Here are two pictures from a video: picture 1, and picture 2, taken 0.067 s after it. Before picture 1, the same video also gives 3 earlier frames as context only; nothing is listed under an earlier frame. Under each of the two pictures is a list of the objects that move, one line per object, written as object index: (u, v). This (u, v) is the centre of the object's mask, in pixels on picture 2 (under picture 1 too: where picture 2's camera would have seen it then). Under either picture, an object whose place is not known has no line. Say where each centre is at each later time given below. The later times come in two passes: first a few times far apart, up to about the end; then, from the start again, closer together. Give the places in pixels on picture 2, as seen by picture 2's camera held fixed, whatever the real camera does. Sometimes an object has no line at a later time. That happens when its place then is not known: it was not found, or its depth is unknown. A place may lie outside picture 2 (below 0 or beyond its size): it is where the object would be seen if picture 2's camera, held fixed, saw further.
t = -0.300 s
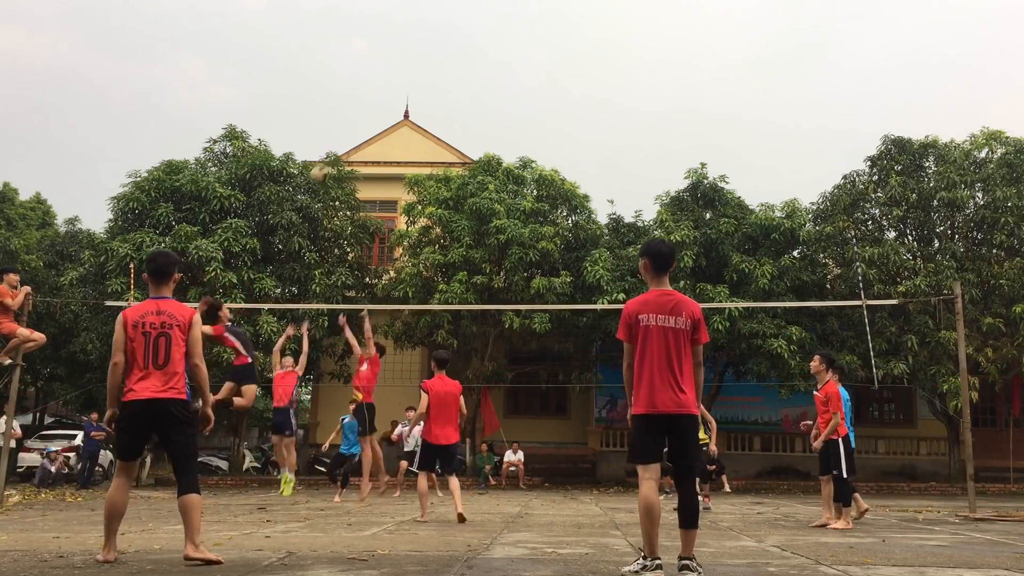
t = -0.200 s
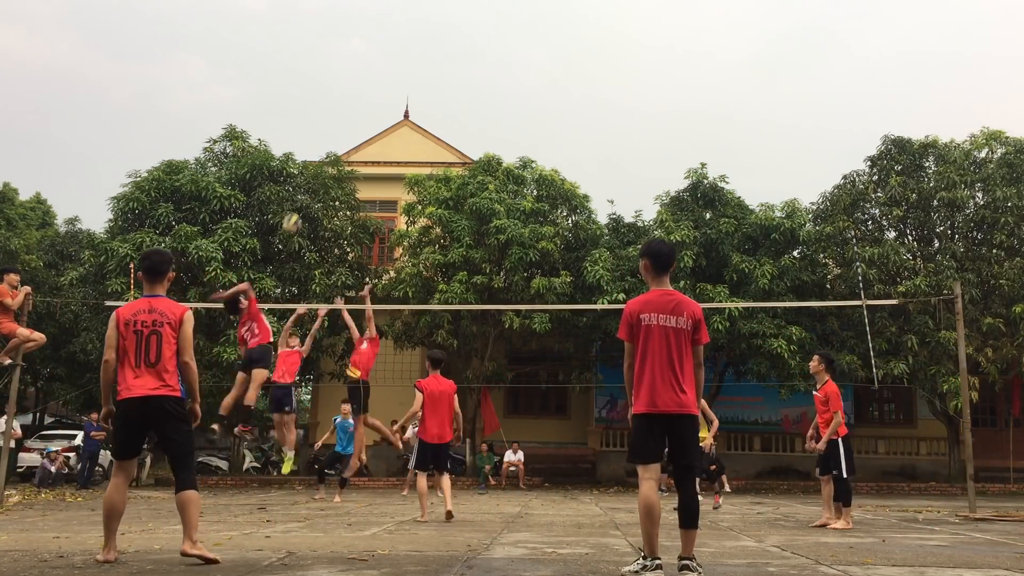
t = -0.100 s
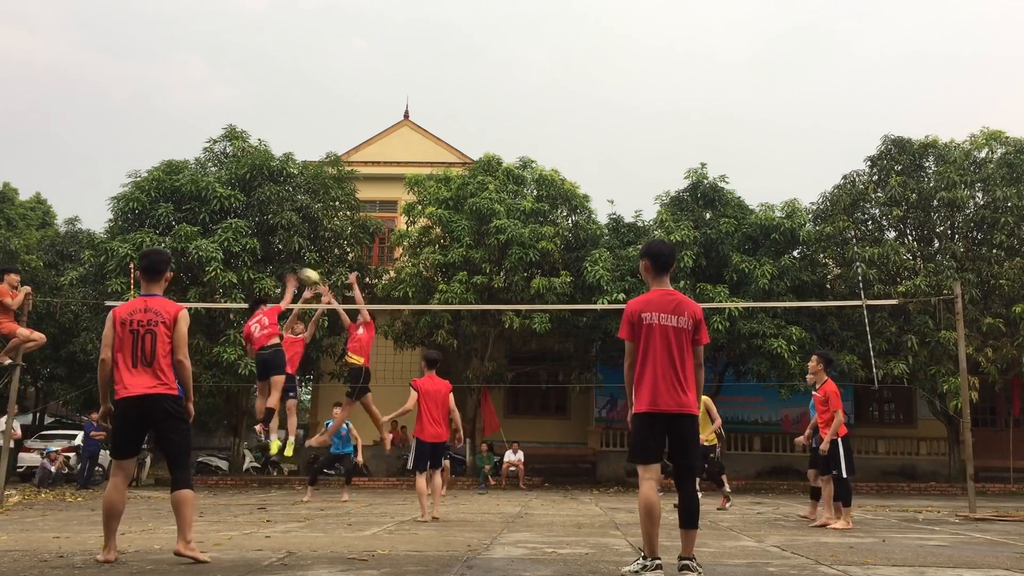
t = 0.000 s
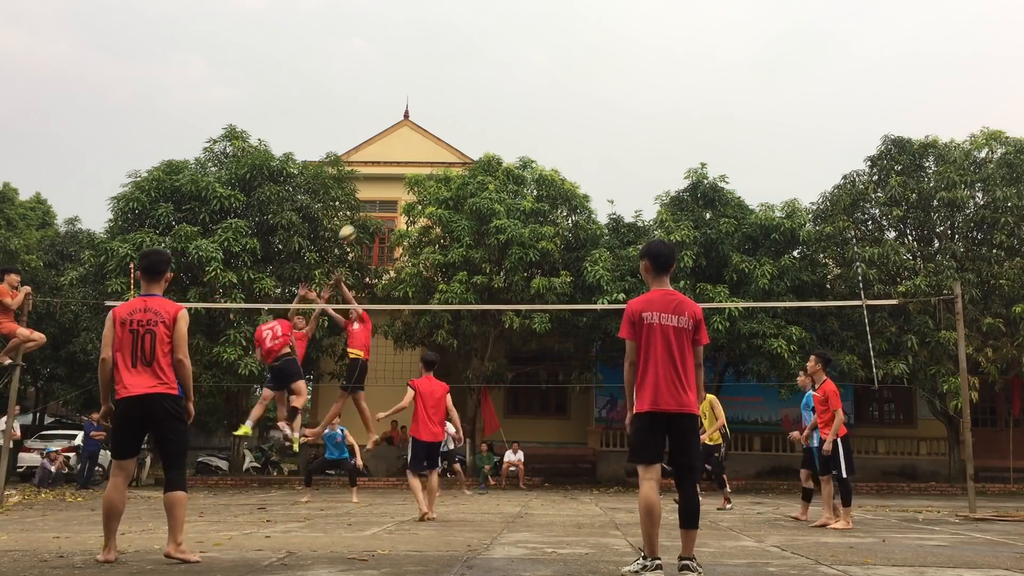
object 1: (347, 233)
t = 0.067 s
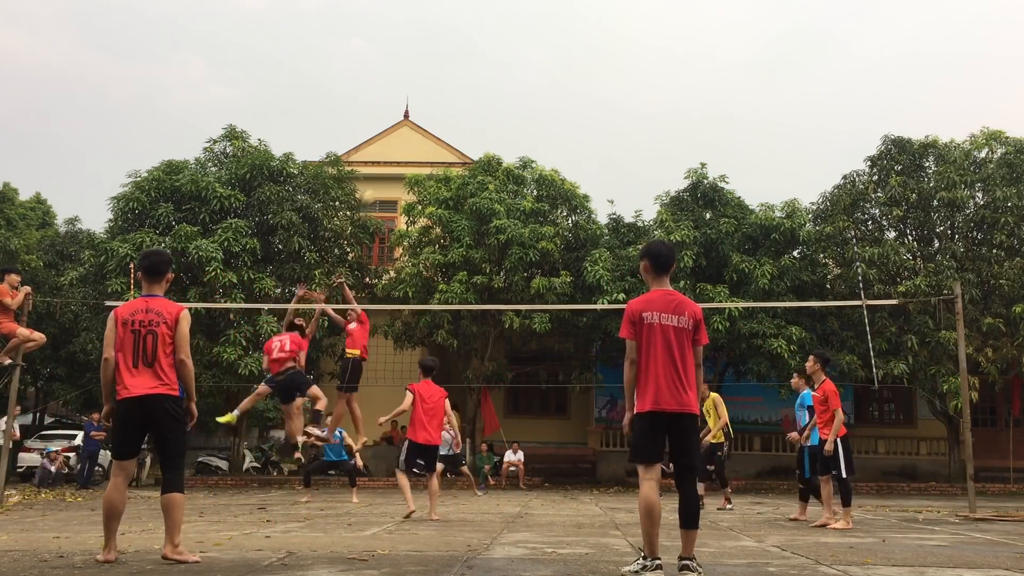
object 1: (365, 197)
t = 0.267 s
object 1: (425, 108)
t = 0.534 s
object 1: (501, 34)
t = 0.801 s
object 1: (578, 14)
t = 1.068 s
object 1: (656, 51)
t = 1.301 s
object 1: (725, 132)
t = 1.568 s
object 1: (811, 287)
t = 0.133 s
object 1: (387, 165)
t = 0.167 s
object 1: (395, 149)
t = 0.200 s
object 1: (405, 135)
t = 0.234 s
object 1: (416, 120)
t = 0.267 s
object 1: (425, 108)
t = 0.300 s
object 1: (434, 95)
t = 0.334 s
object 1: (444, 84)
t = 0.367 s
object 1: (453, 74)
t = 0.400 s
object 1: (463, 64)
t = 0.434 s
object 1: (472, 55)
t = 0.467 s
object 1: (483, 47)
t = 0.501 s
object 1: (492, 40)
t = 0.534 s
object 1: (501, 34)
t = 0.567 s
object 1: (511, 29)
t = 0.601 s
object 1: (520, 24)
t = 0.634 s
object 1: (530, 20)
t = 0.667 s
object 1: (539, 17)
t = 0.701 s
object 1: (549, 15)
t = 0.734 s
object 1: (559, 14)
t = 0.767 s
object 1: (568, 14)
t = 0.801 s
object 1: (578, 14)
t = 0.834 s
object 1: (587, 16)
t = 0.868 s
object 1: (597, 18)
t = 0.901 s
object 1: (607, 21)
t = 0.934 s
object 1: (617, 25)
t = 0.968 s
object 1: (626, 30)
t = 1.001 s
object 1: (636, 36)
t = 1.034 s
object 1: (646, 43)
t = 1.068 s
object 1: (656, 51)
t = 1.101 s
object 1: (665, 59)
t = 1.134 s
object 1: (675, 69)
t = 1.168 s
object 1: (685, 79)
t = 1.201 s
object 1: (695, 91)
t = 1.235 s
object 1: (705, 104)
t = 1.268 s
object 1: (716, 117)
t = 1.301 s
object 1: (725, 132)
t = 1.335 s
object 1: (736, 147)
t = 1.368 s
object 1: (747, 164)
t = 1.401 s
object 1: (757, 182)
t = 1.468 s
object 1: (777, 220)
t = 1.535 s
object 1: (800, 264)
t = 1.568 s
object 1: (811, 287)
